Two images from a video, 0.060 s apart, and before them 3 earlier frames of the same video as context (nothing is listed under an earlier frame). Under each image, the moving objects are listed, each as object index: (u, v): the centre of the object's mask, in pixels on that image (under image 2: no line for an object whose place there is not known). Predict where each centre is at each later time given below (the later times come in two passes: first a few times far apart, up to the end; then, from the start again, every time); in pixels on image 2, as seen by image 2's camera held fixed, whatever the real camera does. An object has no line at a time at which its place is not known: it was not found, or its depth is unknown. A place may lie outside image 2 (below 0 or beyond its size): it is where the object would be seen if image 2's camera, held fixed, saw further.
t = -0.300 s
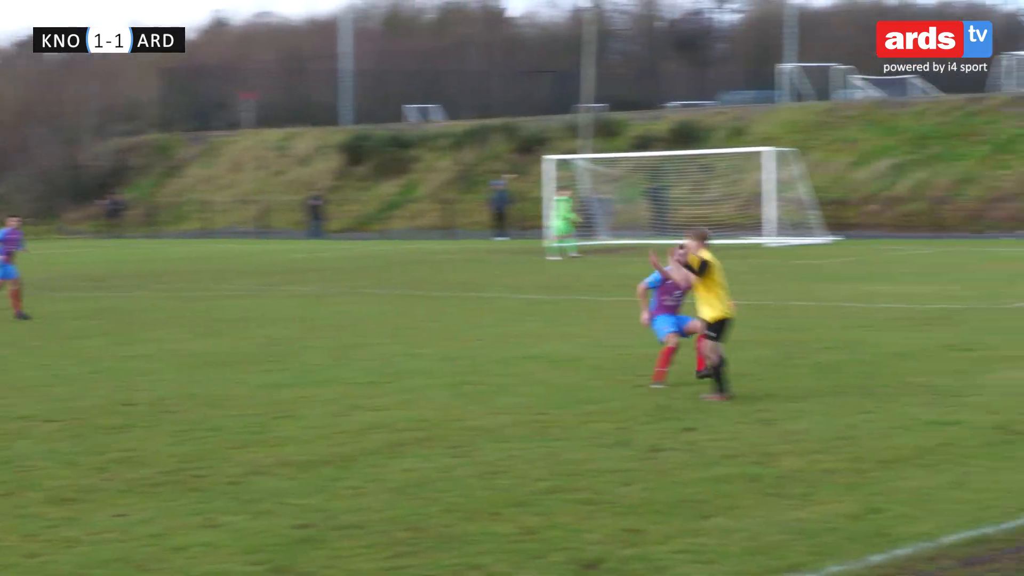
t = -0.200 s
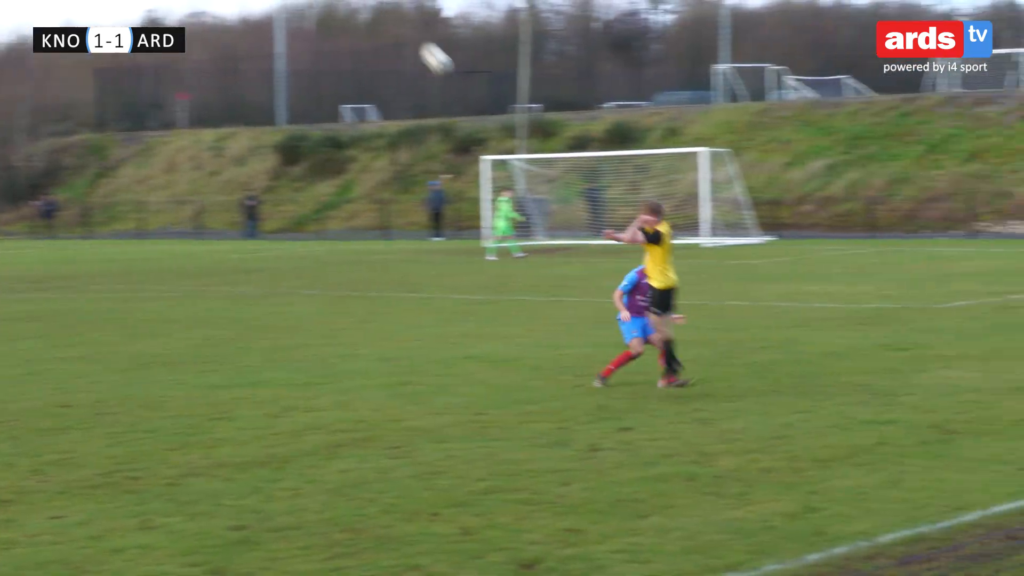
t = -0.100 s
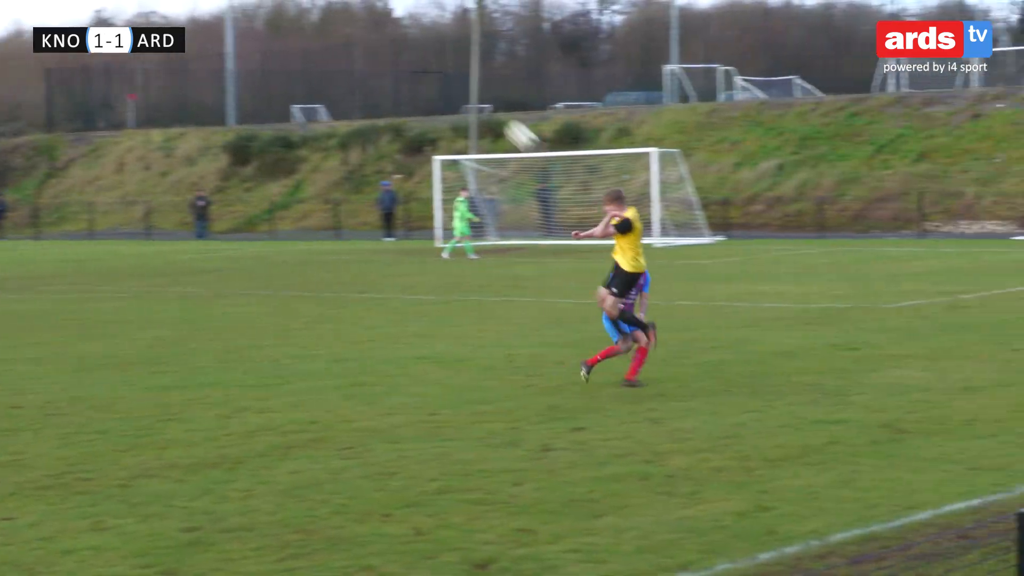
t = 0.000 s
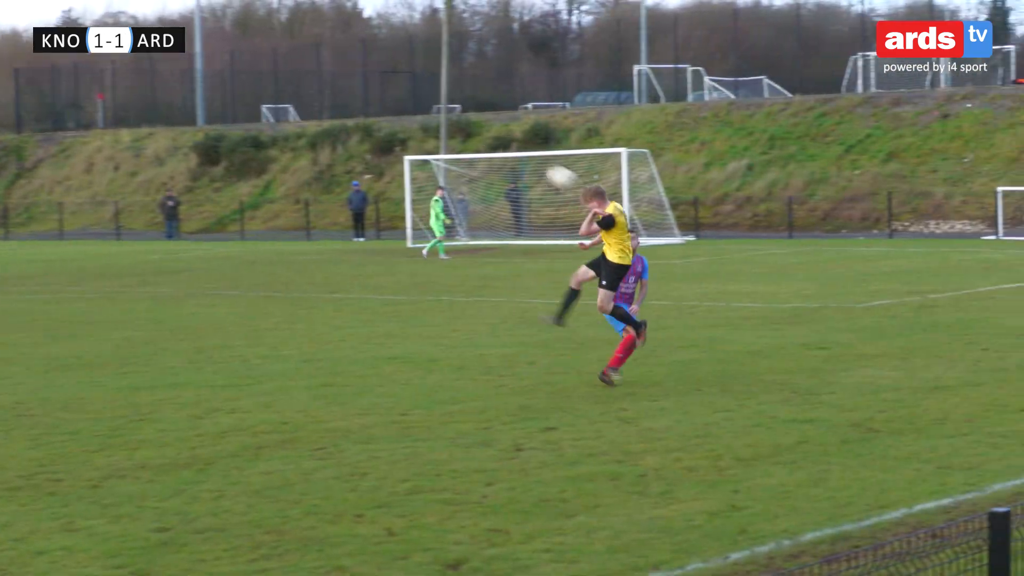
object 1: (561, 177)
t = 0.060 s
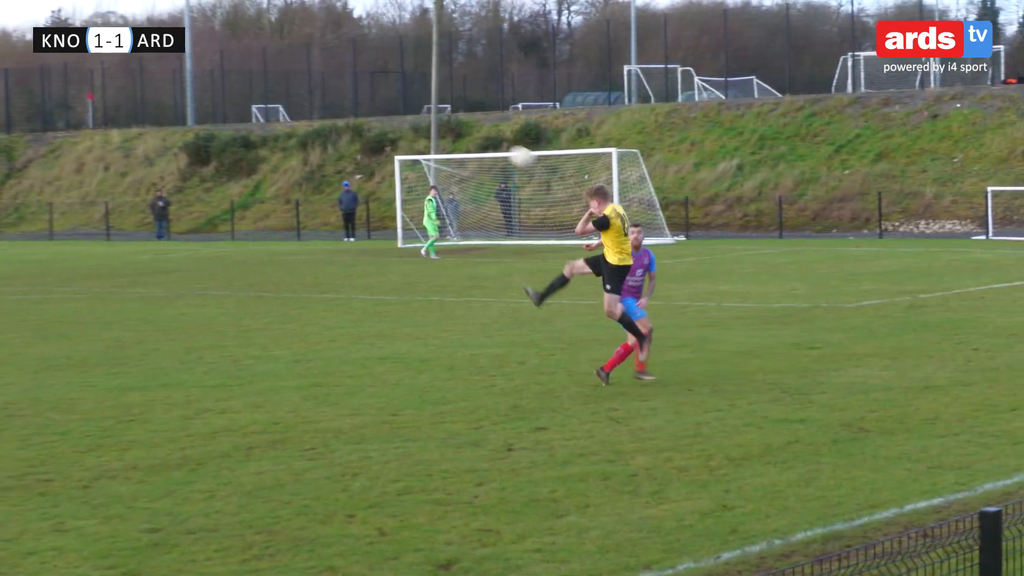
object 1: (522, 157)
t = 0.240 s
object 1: (444, 123)
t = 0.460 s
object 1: (370, 127)
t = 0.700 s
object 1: (311, 180)
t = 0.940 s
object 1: (267, 273)
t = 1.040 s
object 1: (250, 322)
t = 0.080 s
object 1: (511, 150)
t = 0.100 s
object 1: (502, 145)
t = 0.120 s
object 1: (494, 141)
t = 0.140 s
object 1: (486, 138)
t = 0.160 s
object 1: (477, 133)
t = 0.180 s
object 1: (467, 130)
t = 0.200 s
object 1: (459, 127)
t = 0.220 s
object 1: (451, 125)
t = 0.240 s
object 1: (444, 123)
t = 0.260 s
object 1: (436, 121)
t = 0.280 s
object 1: (429, 120)
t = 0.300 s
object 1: (420, 119)
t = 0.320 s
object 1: (414, 118)
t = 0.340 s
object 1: (407, 119)
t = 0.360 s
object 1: (400, 119)
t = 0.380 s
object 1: (394, 120)
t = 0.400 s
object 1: (388, 121)
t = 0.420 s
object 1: (381, 123)
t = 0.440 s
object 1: (376, 125)
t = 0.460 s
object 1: (370, 127)
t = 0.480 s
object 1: (364, 130)
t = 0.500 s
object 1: (358, 133)
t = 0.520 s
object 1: (353, 136)
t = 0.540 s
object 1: (348, 140)
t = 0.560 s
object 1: (343, 144)
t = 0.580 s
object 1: (338, 148)
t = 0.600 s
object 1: (333, 152)
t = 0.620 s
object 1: (329, 157)
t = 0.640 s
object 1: (324, 162)
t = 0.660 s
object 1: (320, 168)
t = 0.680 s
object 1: (315, 174)
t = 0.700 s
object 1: (311, 180)
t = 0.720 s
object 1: (307, 186)
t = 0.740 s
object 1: (303, 193)
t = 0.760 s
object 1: (299, 200)
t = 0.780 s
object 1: (295, 207)
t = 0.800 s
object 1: (291, 214)
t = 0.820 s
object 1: (288, 223)
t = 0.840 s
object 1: (284, 230)
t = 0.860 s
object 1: (281, 238)
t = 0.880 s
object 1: (277, 246)
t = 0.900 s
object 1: (274, 255)
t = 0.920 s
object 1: (270, 264)
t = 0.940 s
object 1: (267, 273)
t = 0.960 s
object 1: (263, 282)
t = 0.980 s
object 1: (260, 292)
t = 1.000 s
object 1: (256, 301)
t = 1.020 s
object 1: (253, 311)
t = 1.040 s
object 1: (250, 322)
